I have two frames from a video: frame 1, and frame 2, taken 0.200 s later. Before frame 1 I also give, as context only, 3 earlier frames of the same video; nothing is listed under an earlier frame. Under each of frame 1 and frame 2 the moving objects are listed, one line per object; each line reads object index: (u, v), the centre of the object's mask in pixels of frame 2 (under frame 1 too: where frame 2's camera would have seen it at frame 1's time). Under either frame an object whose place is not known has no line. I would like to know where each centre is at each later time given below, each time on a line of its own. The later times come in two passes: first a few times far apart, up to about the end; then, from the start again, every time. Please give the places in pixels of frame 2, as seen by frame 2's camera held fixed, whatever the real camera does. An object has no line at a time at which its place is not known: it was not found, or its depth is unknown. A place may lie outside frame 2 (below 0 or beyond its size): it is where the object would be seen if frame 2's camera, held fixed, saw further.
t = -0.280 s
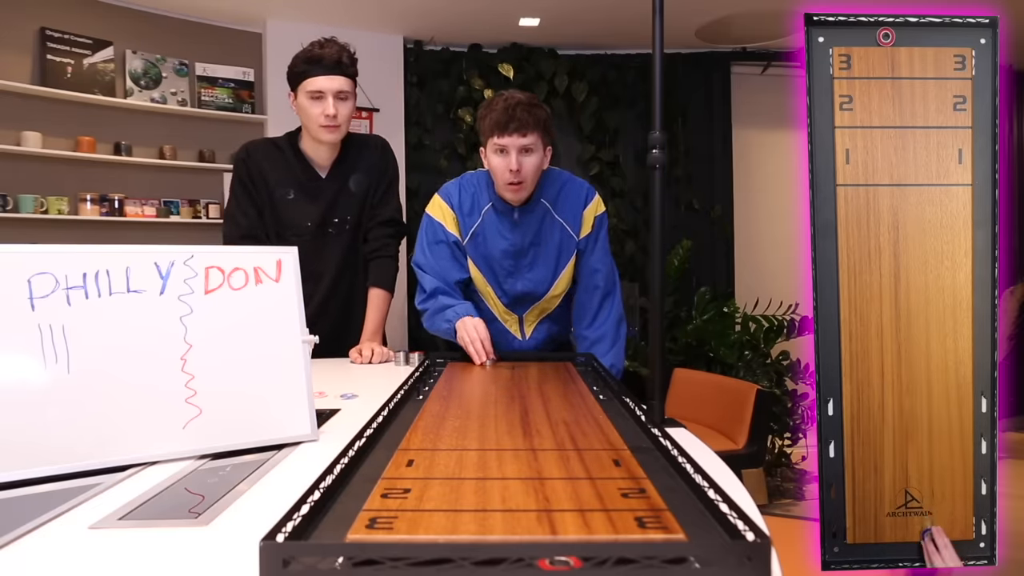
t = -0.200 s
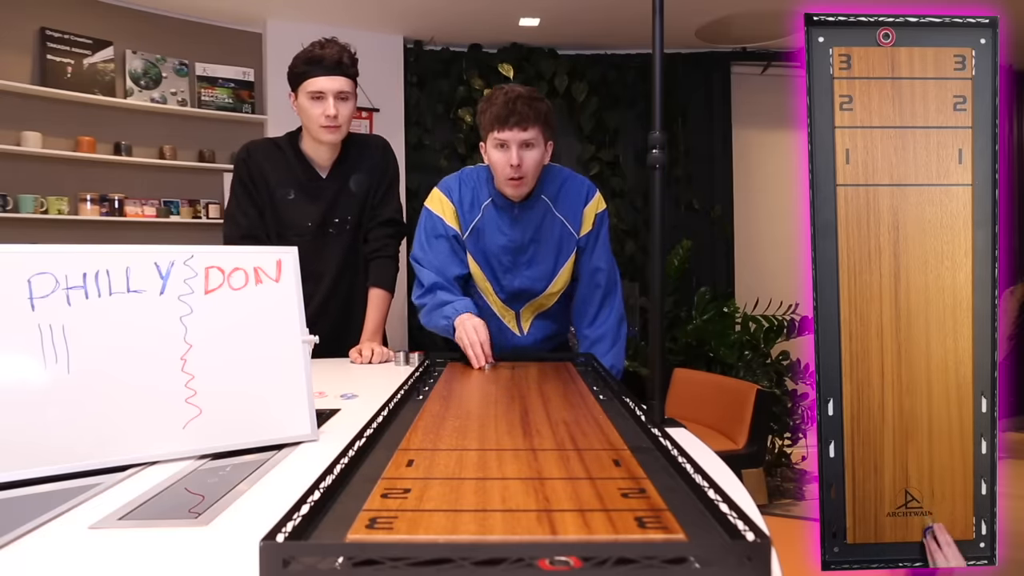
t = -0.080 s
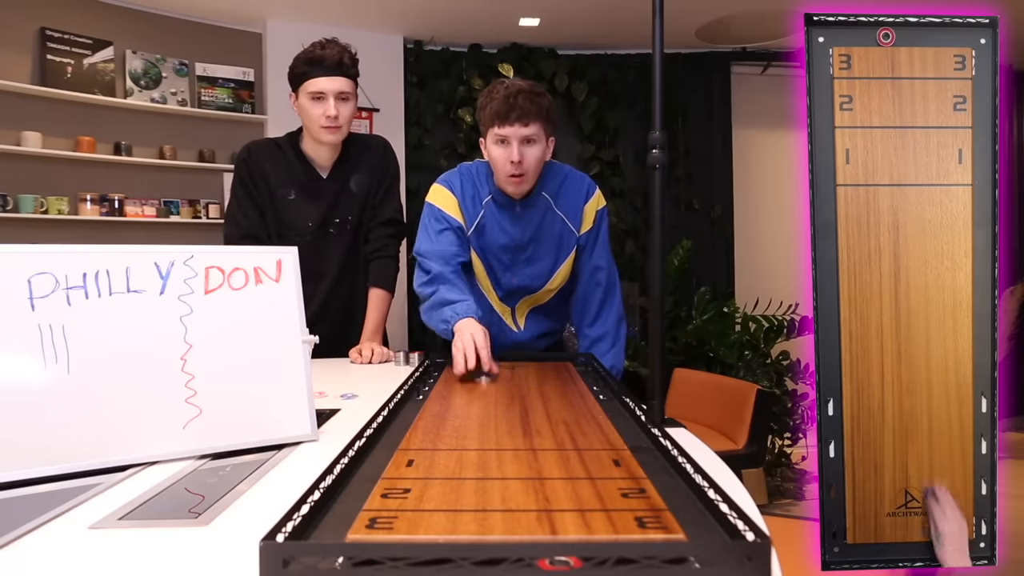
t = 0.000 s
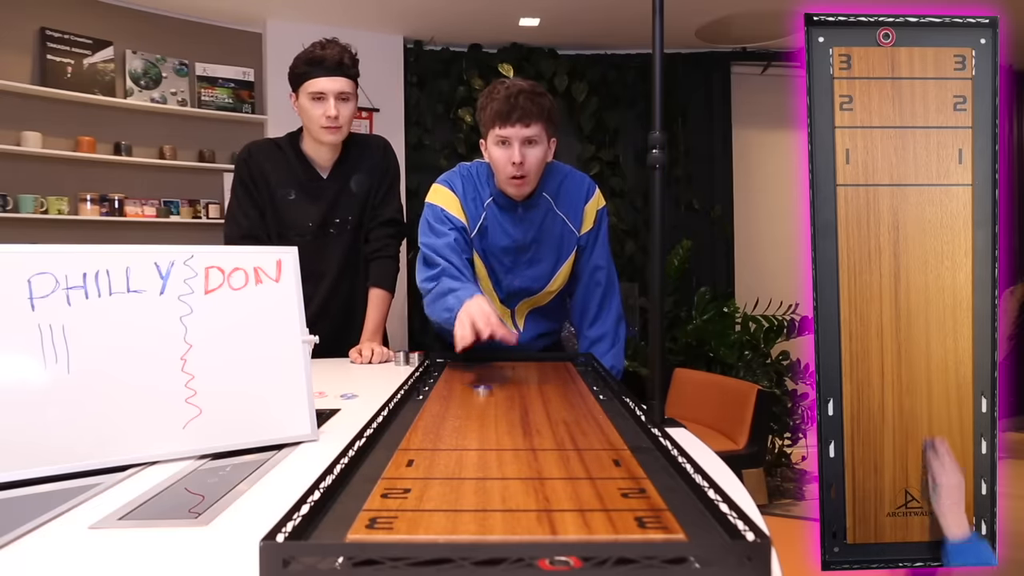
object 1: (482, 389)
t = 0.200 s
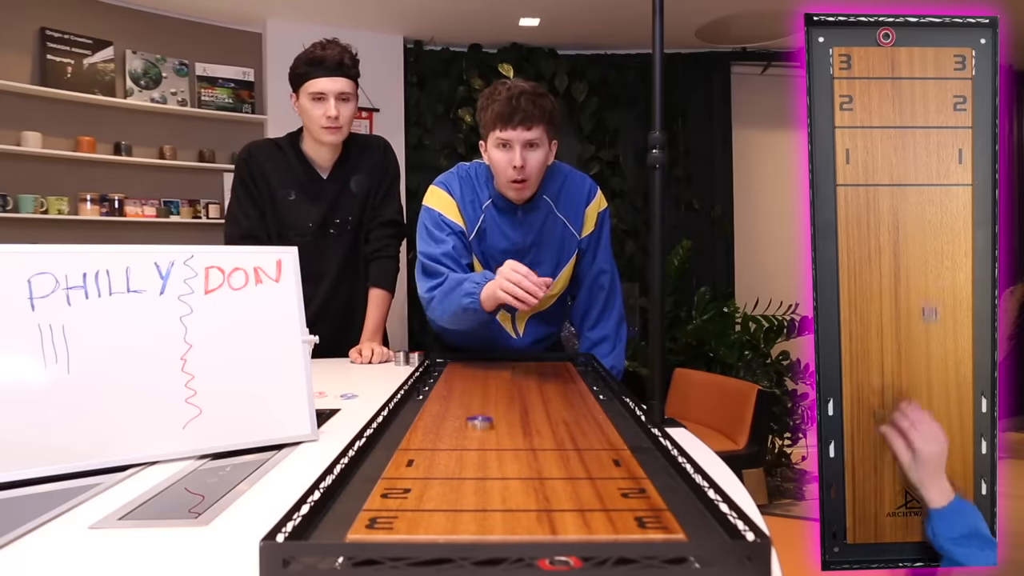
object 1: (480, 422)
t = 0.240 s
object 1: (479, 429)
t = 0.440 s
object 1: (485, 465)
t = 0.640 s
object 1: (494, 492)
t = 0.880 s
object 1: (499, 501)
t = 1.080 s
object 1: (499, 501)
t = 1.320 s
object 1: (499, 501)
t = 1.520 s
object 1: (499, 501)
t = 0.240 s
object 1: (479, 429)
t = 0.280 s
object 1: (480, 436)
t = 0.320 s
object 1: (481, 443)
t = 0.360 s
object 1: (482, 450)
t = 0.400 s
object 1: (483, 457)
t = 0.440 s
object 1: (485, 465)
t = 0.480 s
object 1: (485, 471)
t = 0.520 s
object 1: (488, 477)
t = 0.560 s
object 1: (490, 483)
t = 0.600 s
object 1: (492, 488)
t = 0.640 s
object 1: (494, 492)
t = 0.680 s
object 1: (495, 496)
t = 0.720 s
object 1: (497, 498)
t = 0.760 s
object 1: (498, 500)
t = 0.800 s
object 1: (499, 501)
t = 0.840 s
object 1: (499, 501)
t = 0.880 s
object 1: (499, 501)
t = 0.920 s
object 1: (499, 501)
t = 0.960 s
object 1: (499, 501)
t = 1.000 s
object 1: (499, 501)
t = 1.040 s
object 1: (499, 501)
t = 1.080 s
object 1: (499, 501)
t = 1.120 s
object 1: (499, 501)
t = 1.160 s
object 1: (499, 501)
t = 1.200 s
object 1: (499, 501)
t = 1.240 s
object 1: (499, 501)
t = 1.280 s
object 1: (499, 501)
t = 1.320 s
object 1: (499, 501)
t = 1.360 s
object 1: (499, 501)
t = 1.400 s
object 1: (499, 501)
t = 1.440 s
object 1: (499, 501)
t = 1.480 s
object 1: (499, 501)
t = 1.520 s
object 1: (499, 501)
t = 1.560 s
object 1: (499, 501)
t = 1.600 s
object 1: (498, 501)
